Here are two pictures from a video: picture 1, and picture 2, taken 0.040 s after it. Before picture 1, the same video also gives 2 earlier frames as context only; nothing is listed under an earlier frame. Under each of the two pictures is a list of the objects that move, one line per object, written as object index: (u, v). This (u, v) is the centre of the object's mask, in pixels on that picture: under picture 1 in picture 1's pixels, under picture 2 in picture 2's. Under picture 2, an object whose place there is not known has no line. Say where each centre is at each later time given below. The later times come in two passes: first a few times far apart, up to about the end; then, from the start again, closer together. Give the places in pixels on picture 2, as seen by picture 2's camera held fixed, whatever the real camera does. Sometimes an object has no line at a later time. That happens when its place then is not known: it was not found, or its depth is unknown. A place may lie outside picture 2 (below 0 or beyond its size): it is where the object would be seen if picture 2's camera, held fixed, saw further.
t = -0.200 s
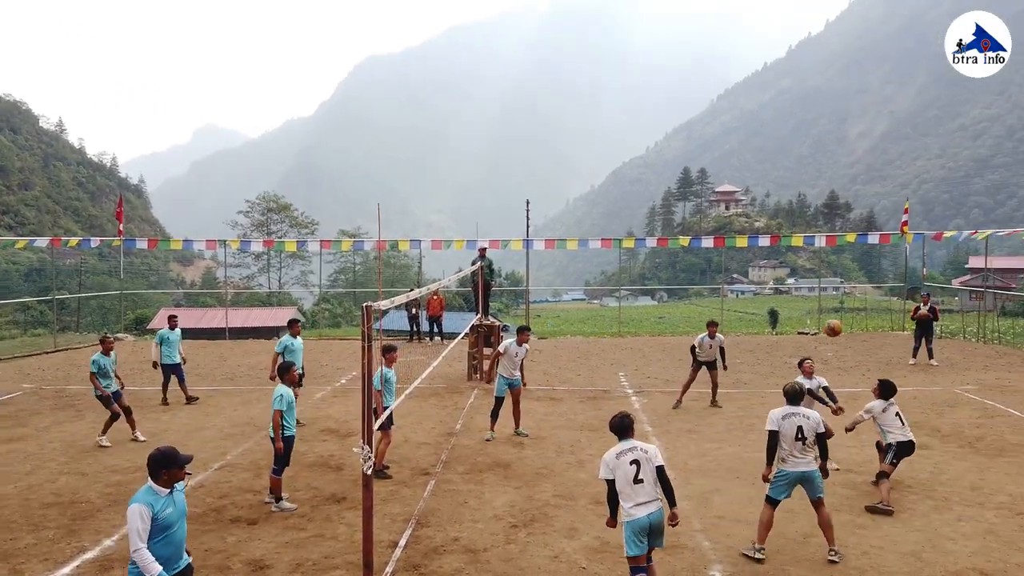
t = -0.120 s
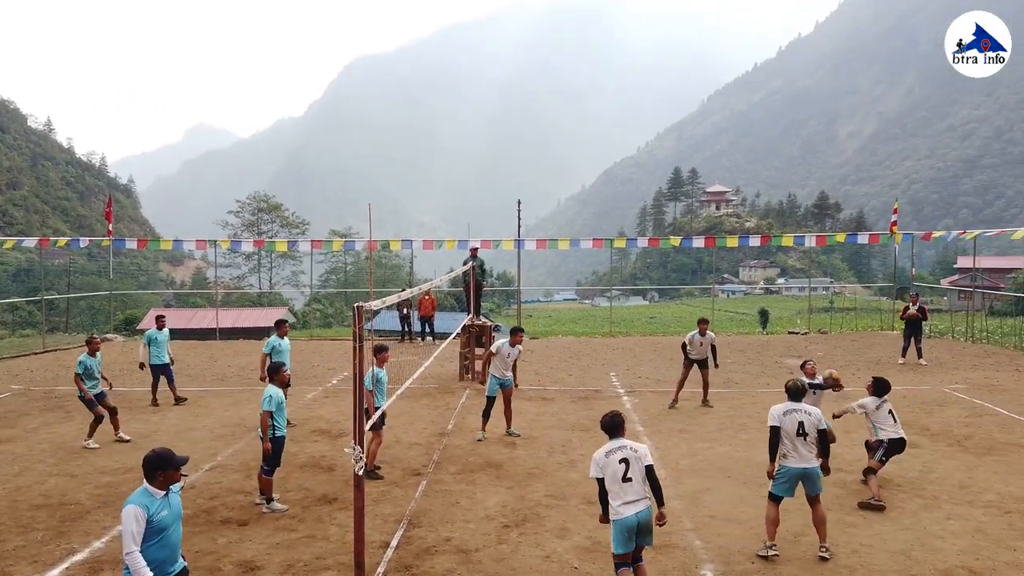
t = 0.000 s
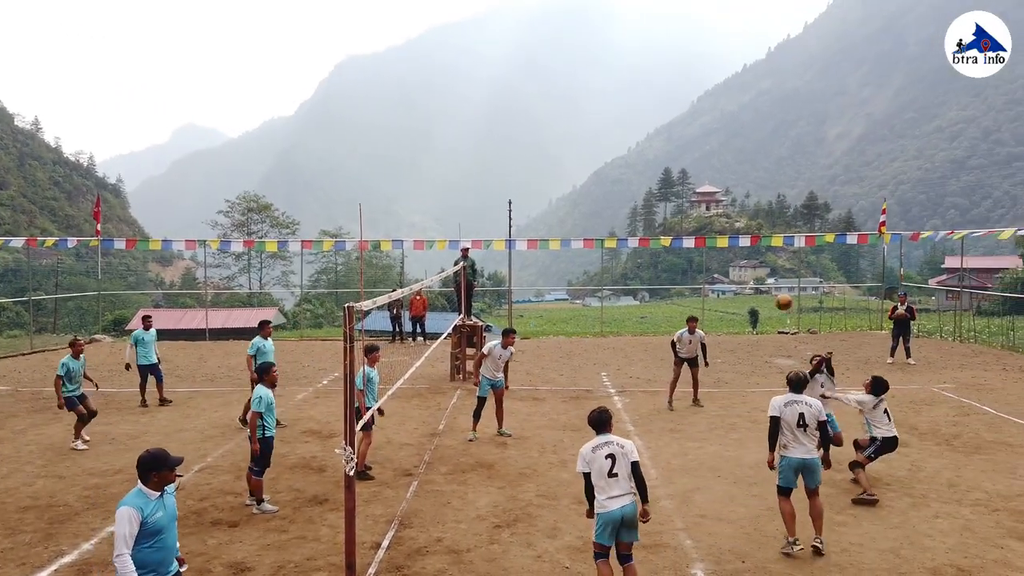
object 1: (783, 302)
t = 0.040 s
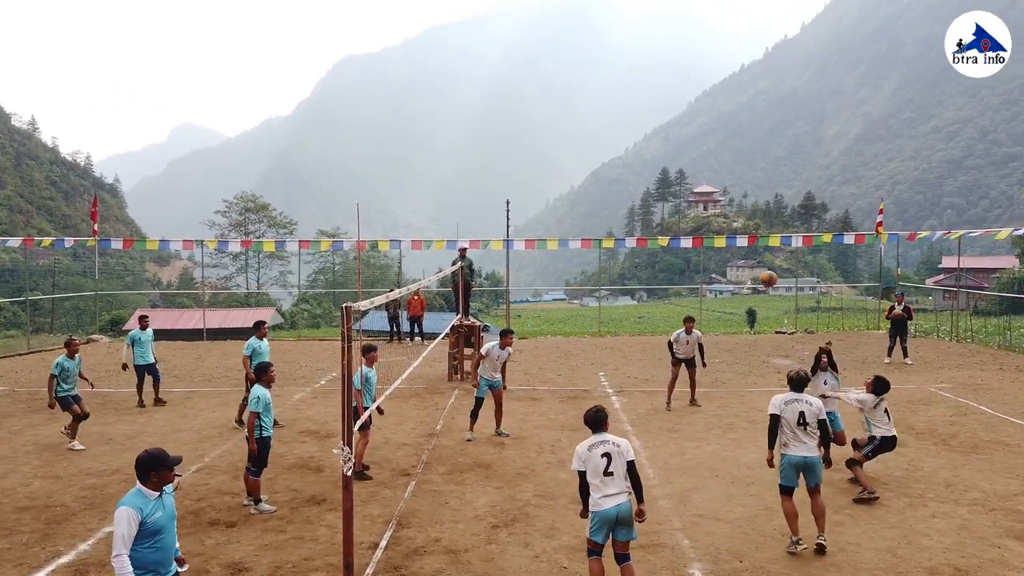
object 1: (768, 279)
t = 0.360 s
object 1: (667, 144)
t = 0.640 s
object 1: (585, 94)
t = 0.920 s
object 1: (508, 104)
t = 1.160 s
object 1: (446, 156)
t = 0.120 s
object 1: (742, 237)
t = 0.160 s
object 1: (729, 218)
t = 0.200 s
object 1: (717, 201)
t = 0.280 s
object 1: (692, 170)
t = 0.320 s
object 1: (680, 156)
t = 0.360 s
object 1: (667, 144)
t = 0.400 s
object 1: (655, 133)
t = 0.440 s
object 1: (643, 123)
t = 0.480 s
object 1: (631, 115)
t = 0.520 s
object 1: (620, 108)
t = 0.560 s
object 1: (608, 102)
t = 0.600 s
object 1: (596, 97)
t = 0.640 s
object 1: (585, 94)
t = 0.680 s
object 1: (574, 92)
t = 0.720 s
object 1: (562, 91)
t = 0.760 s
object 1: (551, 91)
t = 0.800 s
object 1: (540, 93)
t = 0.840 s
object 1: (529, 95)
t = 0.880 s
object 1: (518, 99)
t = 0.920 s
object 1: (508, 104)
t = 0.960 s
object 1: (497, 110)
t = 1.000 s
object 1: (487, 117)
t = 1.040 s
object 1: (477, 125)
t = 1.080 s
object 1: (466, 134)
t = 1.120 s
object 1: (456, 145)
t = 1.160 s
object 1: (446, 156)
